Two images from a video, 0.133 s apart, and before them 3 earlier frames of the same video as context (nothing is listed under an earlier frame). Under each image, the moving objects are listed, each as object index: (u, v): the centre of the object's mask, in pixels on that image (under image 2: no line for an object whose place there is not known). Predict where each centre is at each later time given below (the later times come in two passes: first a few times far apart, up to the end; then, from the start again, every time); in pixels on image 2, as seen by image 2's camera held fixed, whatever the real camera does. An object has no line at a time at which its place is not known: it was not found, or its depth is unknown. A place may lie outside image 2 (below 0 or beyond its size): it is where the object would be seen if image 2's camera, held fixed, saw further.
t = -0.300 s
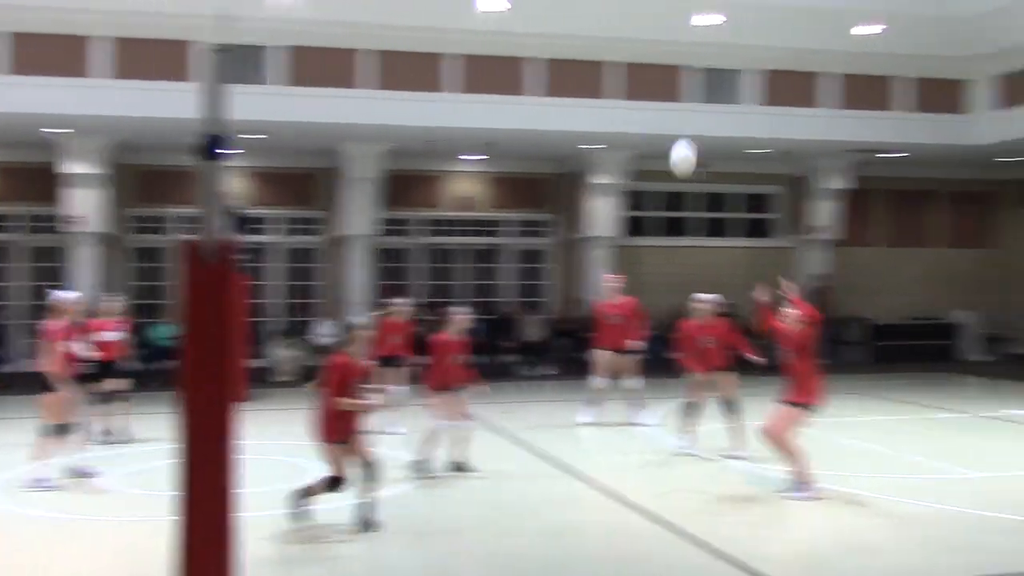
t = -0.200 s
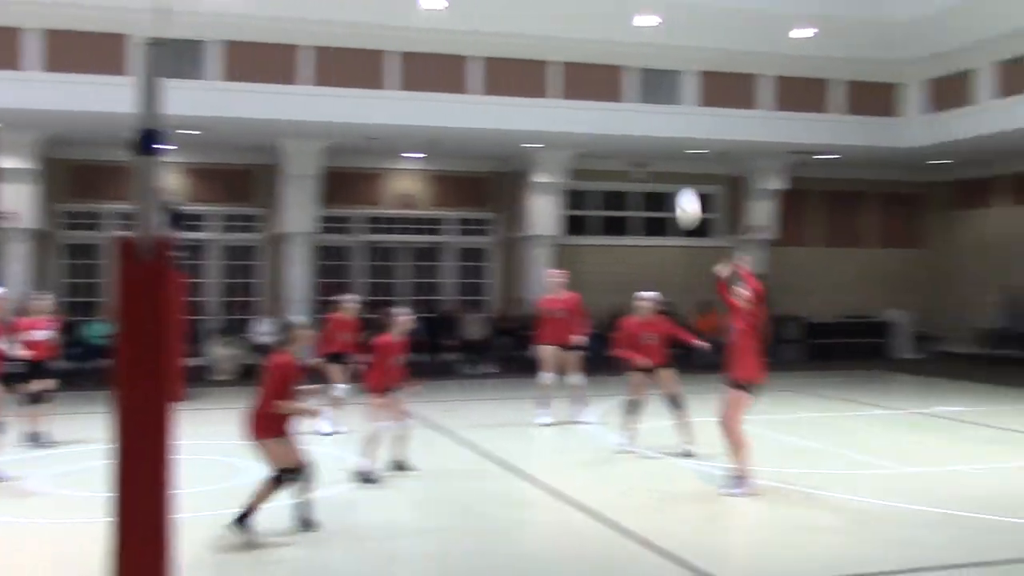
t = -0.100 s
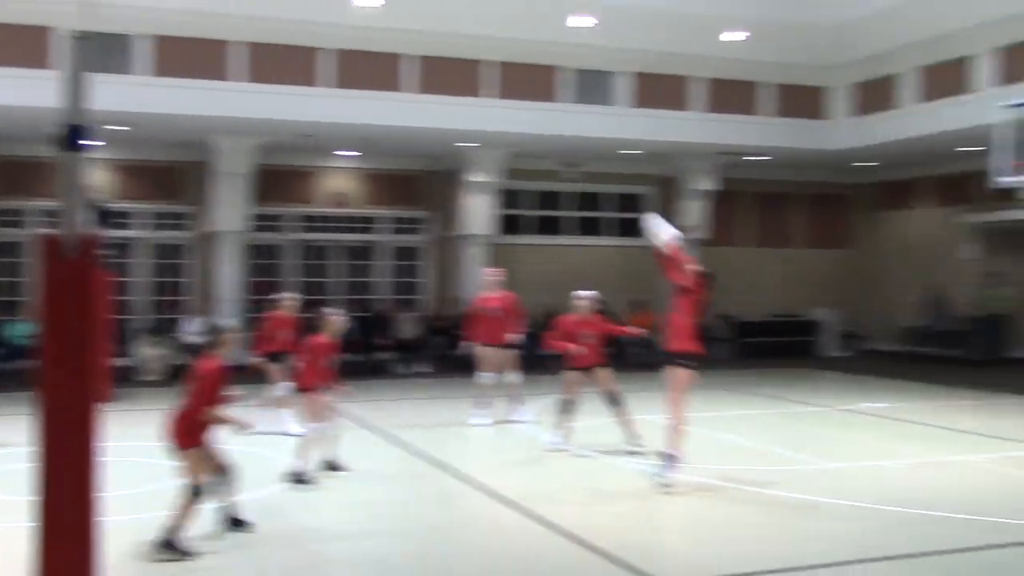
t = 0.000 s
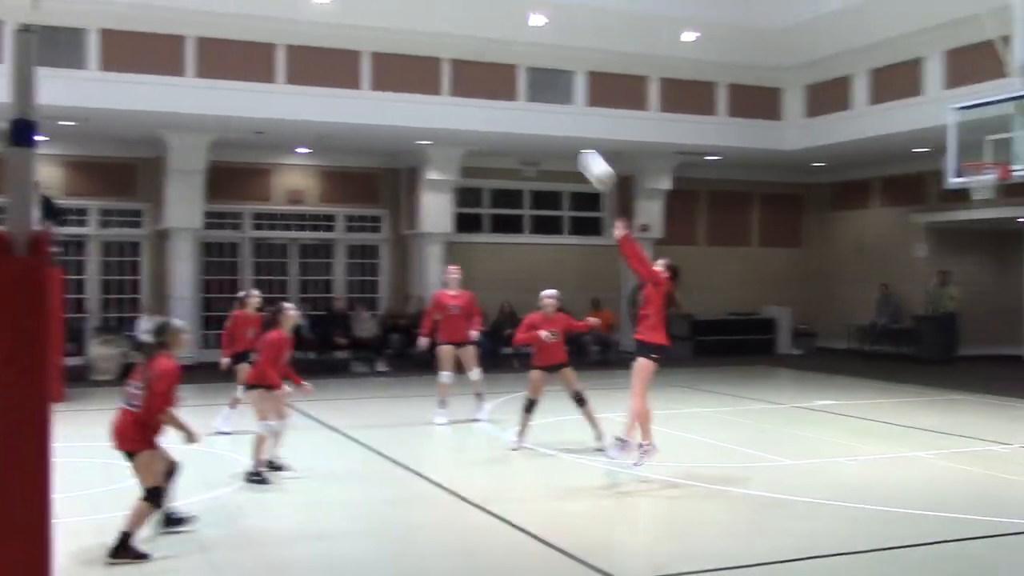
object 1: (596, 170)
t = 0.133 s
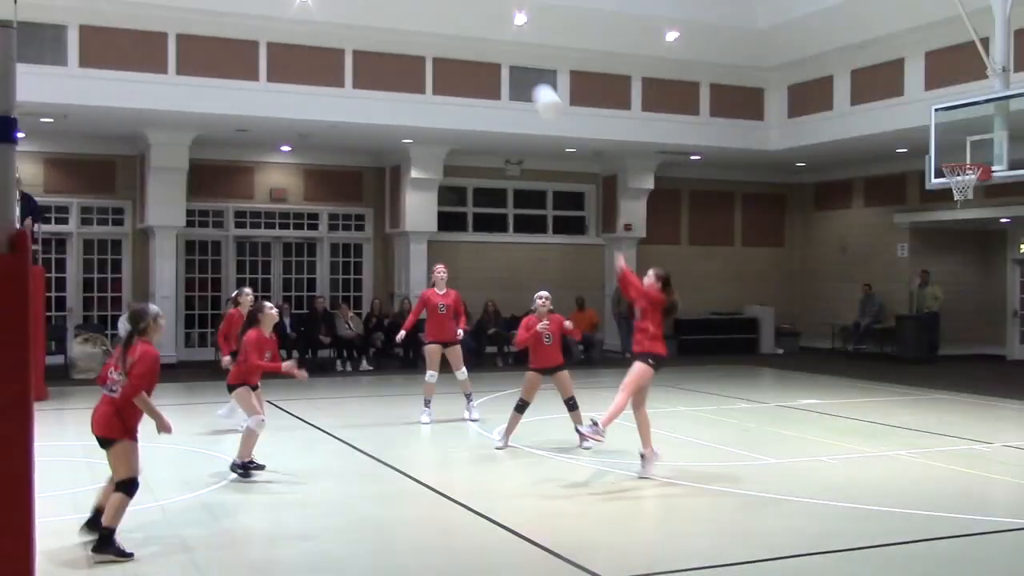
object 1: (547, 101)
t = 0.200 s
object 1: (530, 76)
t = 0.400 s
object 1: (479, 32)
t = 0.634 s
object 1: (422, 40)
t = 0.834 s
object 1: (372, 98)
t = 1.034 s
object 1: (325, 206)
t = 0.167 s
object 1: (538, 87)
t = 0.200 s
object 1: (530, 76)
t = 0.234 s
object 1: (522, 66)
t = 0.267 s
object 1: (513, 56)
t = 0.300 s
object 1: (505, 48)
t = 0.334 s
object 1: (496, 41)
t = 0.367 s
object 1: (488, 36)
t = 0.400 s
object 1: (479, 32)
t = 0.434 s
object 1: (472, 29)
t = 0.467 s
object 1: (463, 28)
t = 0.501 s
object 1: (455, 28)
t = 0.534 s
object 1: (447, 29)
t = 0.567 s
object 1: (439, 32)
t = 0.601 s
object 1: (430, 35)
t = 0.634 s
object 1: (422, 40)
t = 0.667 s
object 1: (413, 47)
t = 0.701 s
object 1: (405, 55)
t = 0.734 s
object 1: (397, 64)
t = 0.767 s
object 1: (389, 74)
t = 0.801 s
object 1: (381, 84)
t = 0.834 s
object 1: (372, 98)
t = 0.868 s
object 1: (365, 114)
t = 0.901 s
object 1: (357, 130)
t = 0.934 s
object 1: (349, 147)
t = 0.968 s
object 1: (341, 165)
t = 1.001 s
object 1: (333, 185)
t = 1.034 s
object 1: (325, 206)
